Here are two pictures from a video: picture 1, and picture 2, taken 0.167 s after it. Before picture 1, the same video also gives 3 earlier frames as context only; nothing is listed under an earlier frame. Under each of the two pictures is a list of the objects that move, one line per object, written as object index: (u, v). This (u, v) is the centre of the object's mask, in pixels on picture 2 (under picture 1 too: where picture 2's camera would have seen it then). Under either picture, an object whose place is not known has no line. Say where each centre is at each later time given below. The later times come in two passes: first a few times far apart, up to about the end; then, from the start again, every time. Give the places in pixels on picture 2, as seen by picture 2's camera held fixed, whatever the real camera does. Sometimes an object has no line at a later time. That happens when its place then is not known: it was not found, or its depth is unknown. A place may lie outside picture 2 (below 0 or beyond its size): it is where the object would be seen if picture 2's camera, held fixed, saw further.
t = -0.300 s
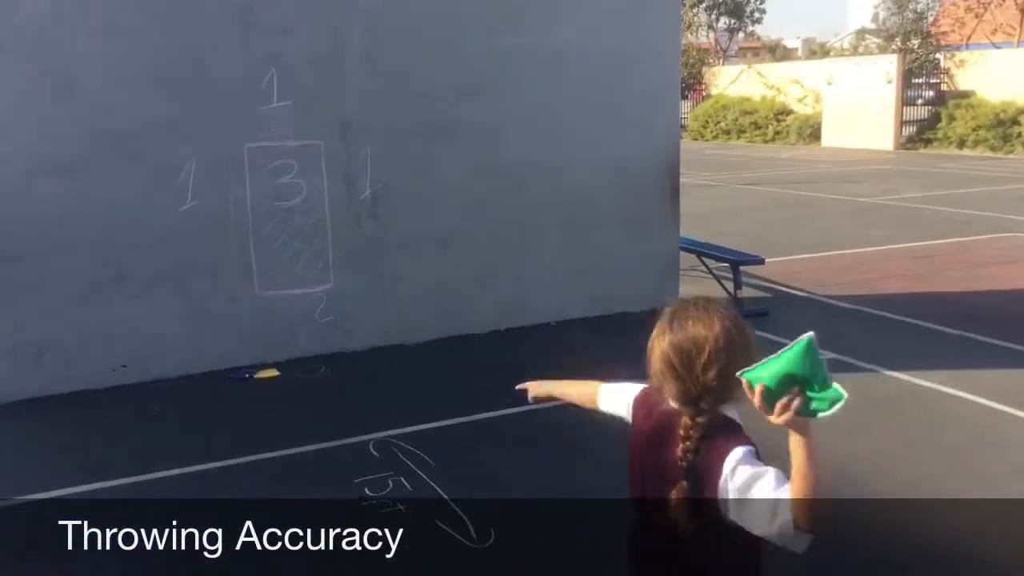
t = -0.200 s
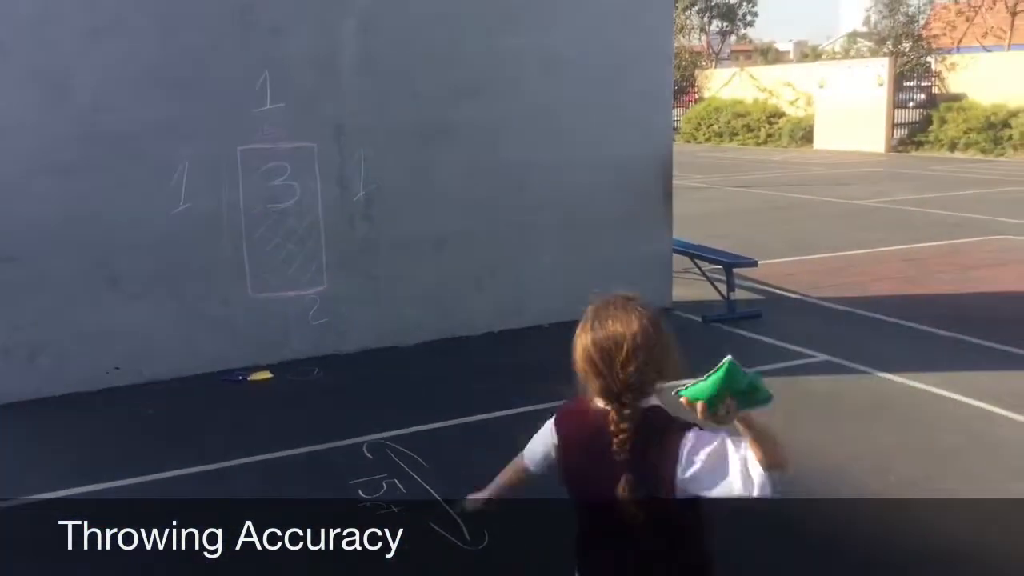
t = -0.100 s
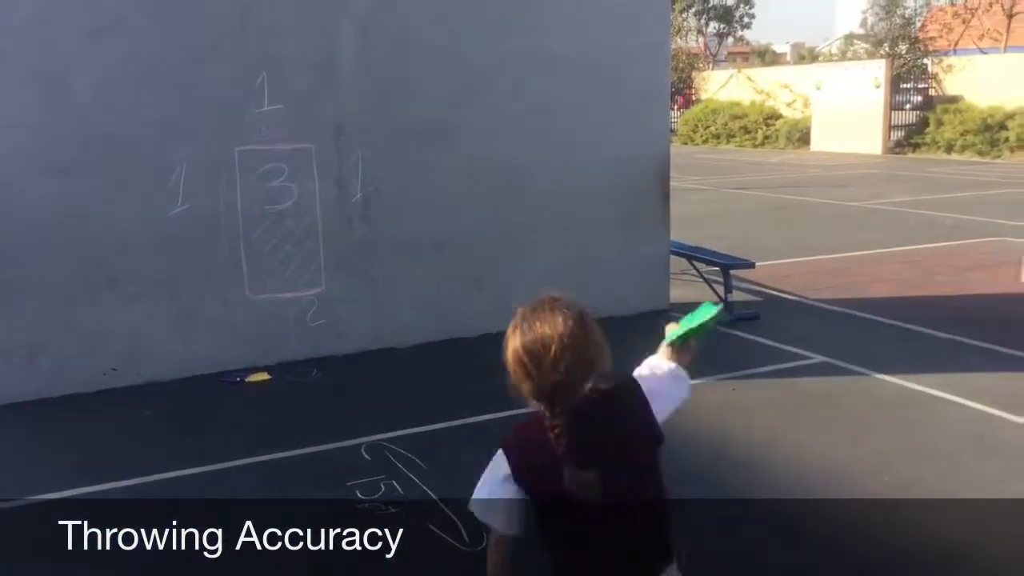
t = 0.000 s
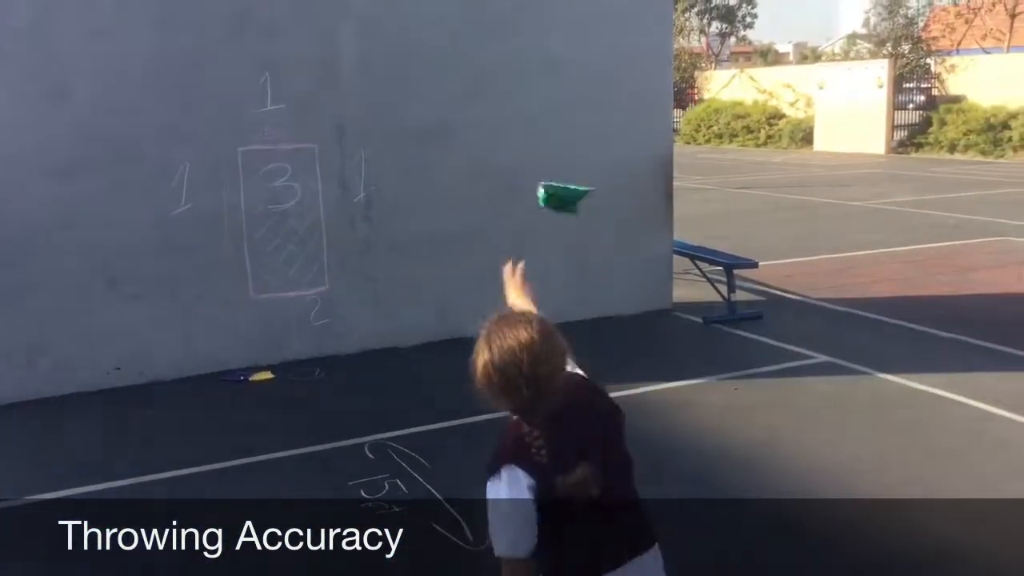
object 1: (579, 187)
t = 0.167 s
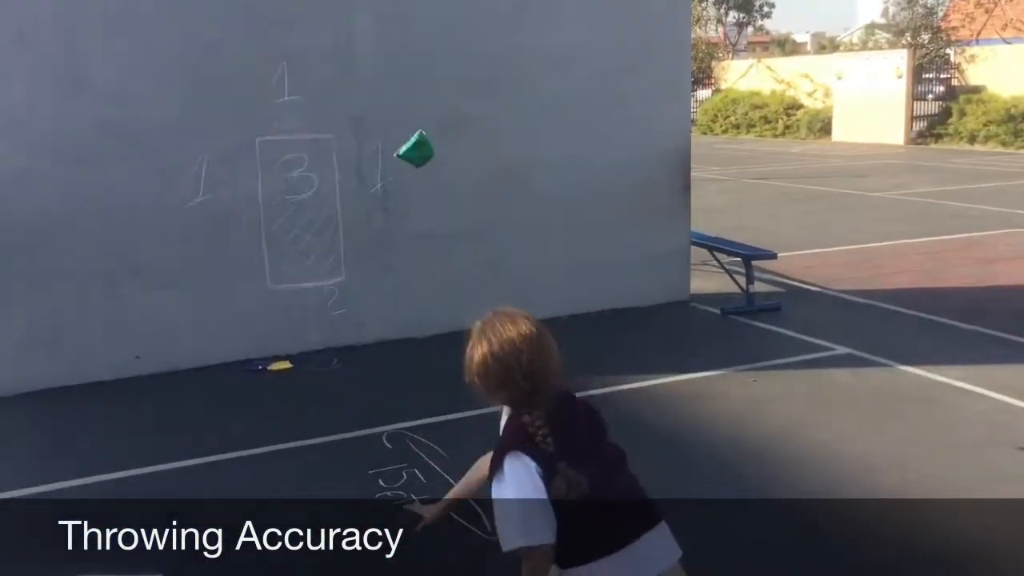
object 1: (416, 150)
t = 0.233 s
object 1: (380, 161)
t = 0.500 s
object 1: (321, 240)
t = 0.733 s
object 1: (348, 340)
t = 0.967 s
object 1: (351, 356)
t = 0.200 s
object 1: (397, 155)
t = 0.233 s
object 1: (380, 161)
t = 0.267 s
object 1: (366, 169)
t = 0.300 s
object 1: (352, 177)
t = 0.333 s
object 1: (340, 186)
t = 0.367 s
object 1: (331, 198)
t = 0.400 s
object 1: (322, 210)
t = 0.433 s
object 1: (314, 224)
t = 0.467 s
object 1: (316, 231)
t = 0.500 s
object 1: (321, 240)
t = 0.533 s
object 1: (325, 249)
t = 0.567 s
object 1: (329, 260)
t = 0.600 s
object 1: (329, 273)
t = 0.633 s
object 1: (335, 288)
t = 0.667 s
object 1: (337, 304)
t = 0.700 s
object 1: (343, 321)
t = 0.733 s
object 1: (348, 340)
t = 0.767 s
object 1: (350, 355)
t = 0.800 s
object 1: (351, 355)
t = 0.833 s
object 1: (351, 355)
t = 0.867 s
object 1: (350, 356)
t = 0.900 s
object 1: (351, 356)
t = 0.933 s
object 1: (351, 356)
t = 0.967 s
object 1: (351, 356)
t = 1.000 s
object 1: (351, 356)
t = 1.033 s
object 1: (352, 356)
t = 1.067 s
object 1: (352, 356)
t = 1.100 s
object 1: (352, 356)
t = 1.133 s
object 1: (351, 356)
